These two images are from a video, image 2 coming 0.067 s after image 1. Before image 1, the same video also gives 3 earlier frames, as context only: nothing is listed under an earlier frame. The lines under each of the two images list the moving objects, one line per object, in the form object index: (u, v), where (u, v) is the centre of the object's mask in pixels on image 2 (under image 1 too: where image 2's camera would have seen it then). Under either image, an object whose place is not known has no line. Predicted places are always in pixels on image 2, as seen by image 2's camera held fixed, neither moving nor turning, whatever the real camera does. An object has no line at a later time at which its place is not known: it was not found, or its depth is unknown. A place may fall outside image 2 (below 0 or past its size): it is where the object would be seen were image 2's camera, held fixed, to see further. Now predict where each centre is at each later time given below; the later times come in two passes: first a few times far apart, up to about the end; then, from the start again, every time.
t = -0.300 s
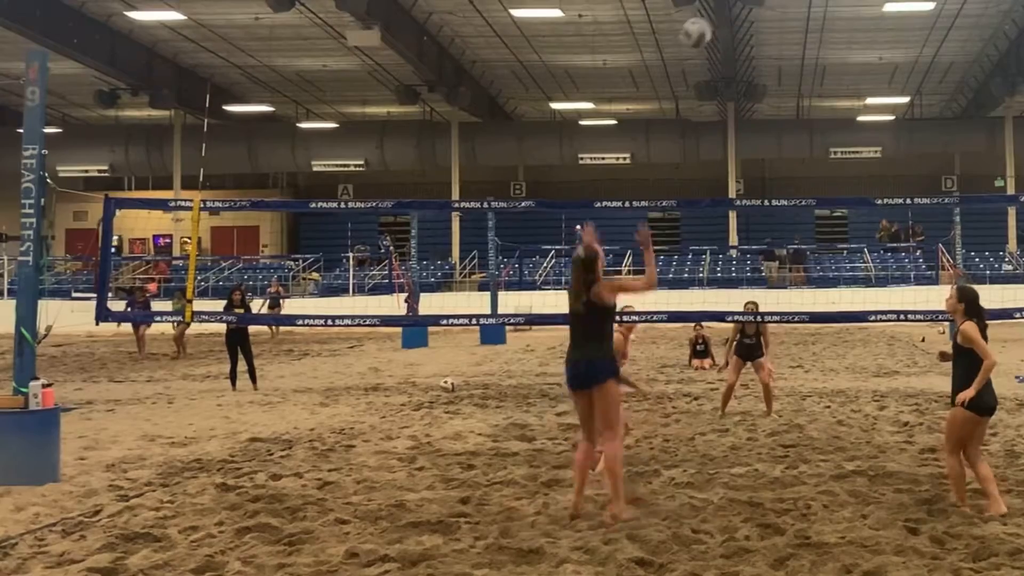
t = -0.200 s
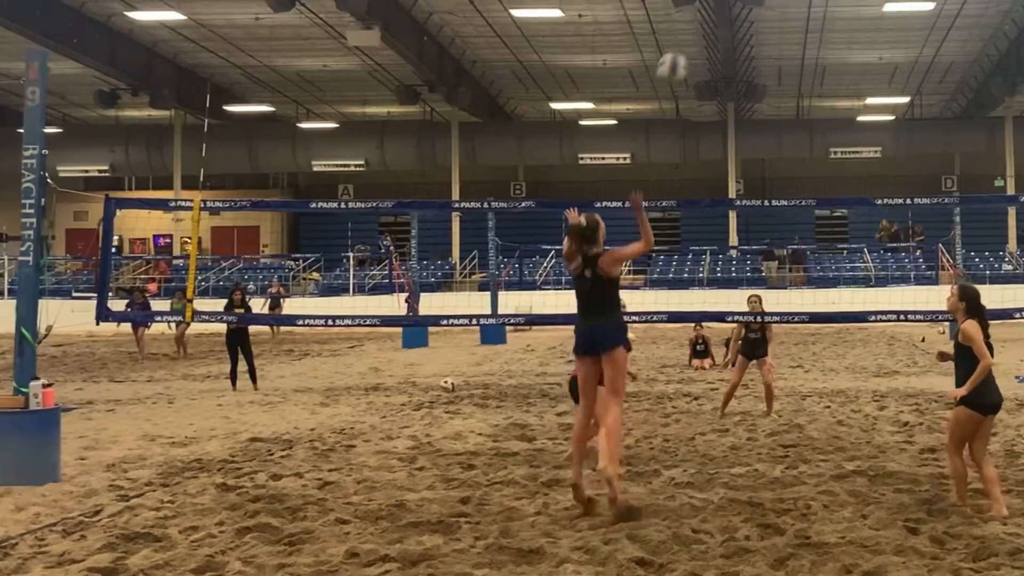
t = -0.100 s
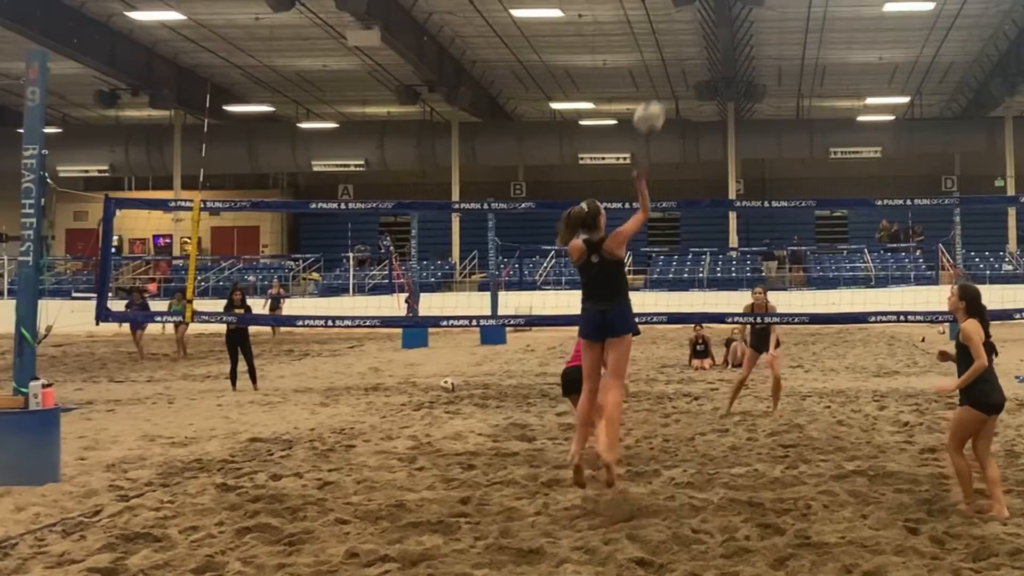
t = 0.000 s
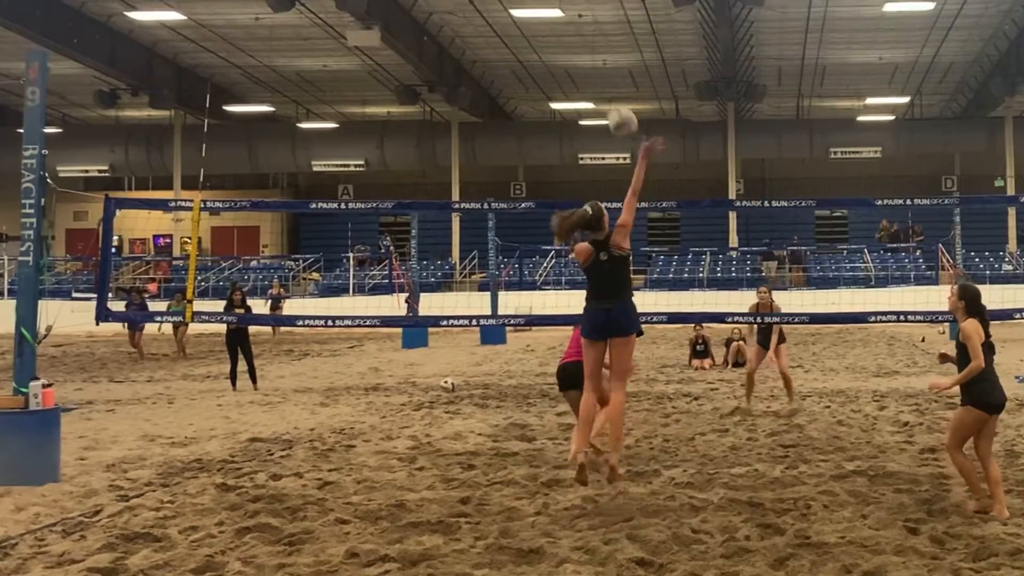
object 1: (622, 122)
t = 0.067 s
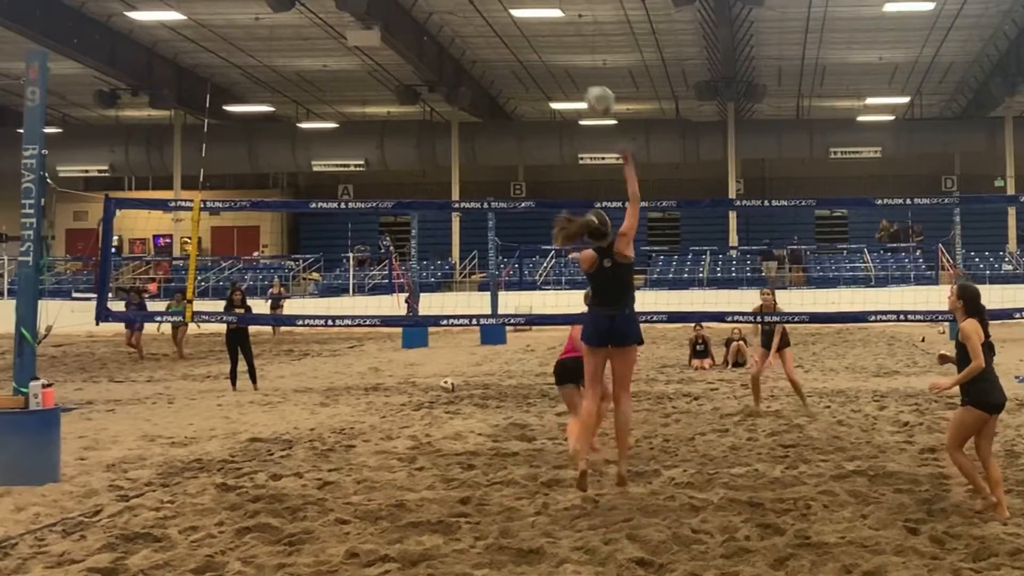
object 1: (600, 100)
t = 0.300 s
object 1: (531, 77)
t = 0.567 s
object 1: (465, 131)
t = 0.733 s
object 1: (428, 196)
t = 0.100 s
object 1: (588, 91)
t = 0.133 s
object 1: (580, 85)
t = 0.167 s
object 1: (568, 81)
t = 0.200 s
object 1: (560, 77)
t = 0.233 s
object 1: (550, 77)
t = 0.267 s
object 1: (540, 74)
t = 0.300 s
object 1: (531, 77)
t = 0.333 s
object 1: (523, 79)
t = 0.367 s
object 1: (513, 84)
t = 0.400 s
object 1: (506, 89)
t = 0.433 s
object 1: (497, 96)
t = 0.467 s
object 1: (488, 103)
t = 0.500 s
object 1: (481, 111)
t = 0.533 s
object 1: (472, 122)
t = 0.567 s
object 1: (465, 131)
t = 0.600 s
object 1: (457, 144)
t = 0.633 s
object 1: (449, 158)
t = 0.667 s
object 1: (442, 172)
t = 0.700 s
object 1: (435, 186)
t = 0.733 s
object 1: (428, 196)
